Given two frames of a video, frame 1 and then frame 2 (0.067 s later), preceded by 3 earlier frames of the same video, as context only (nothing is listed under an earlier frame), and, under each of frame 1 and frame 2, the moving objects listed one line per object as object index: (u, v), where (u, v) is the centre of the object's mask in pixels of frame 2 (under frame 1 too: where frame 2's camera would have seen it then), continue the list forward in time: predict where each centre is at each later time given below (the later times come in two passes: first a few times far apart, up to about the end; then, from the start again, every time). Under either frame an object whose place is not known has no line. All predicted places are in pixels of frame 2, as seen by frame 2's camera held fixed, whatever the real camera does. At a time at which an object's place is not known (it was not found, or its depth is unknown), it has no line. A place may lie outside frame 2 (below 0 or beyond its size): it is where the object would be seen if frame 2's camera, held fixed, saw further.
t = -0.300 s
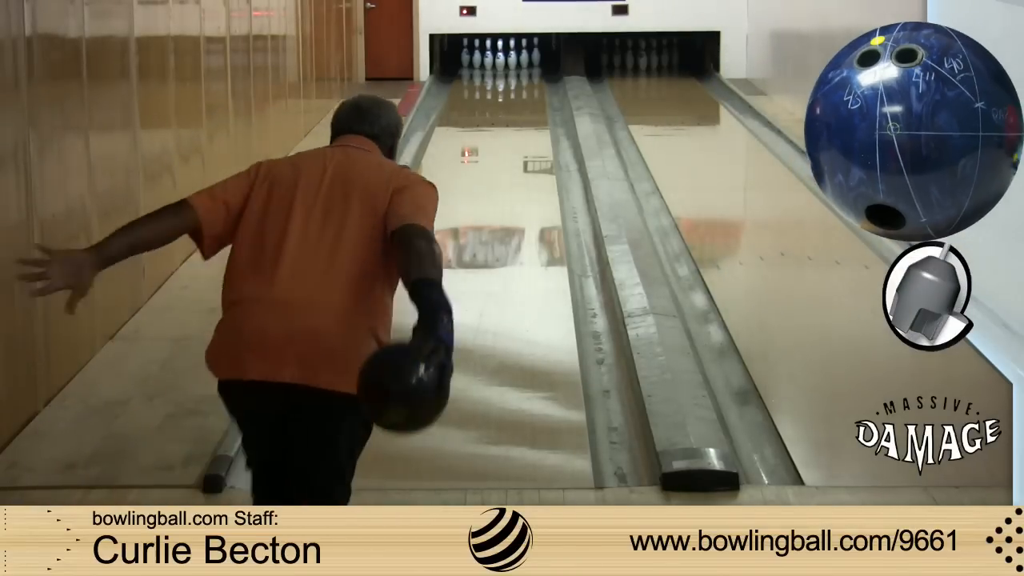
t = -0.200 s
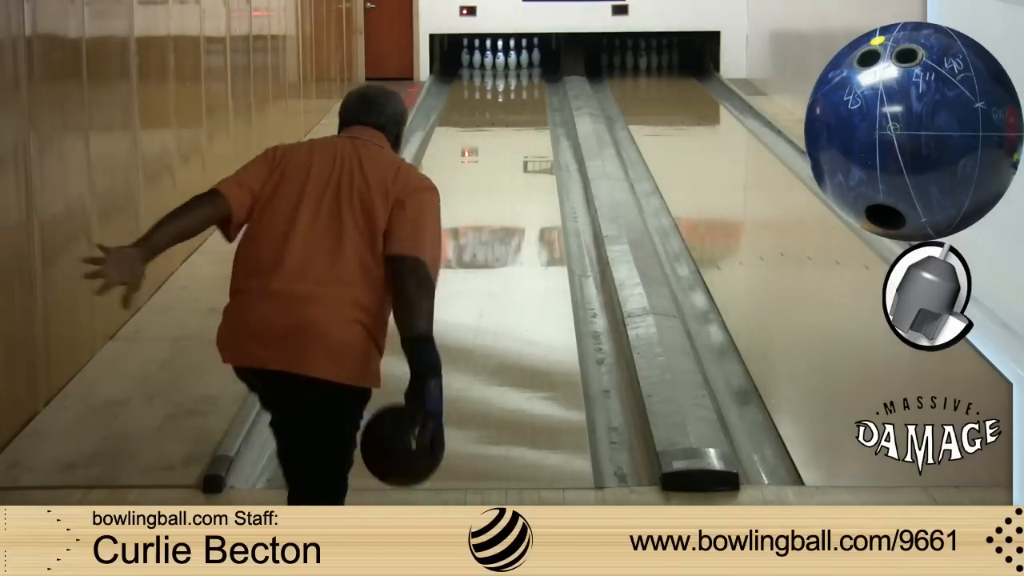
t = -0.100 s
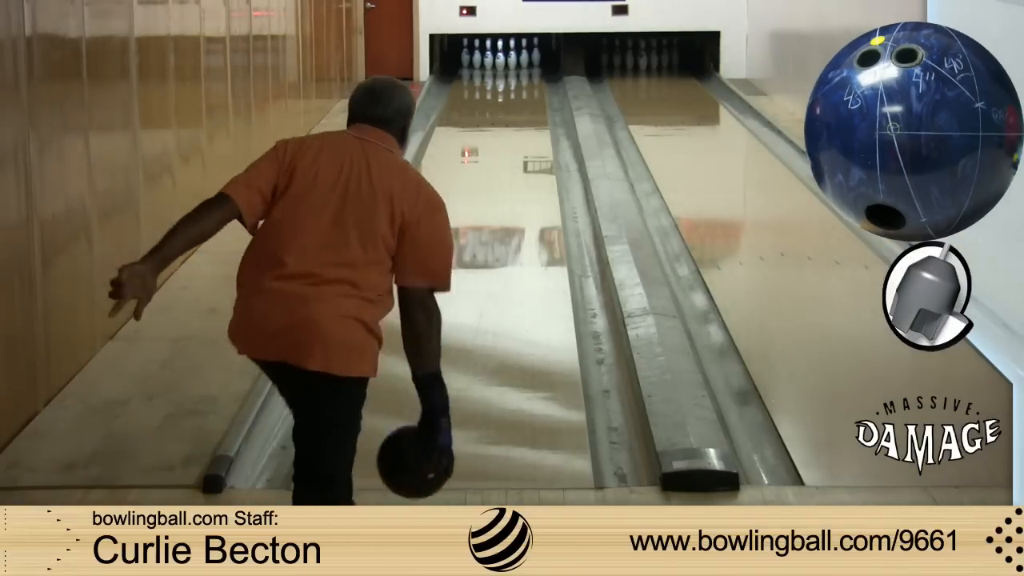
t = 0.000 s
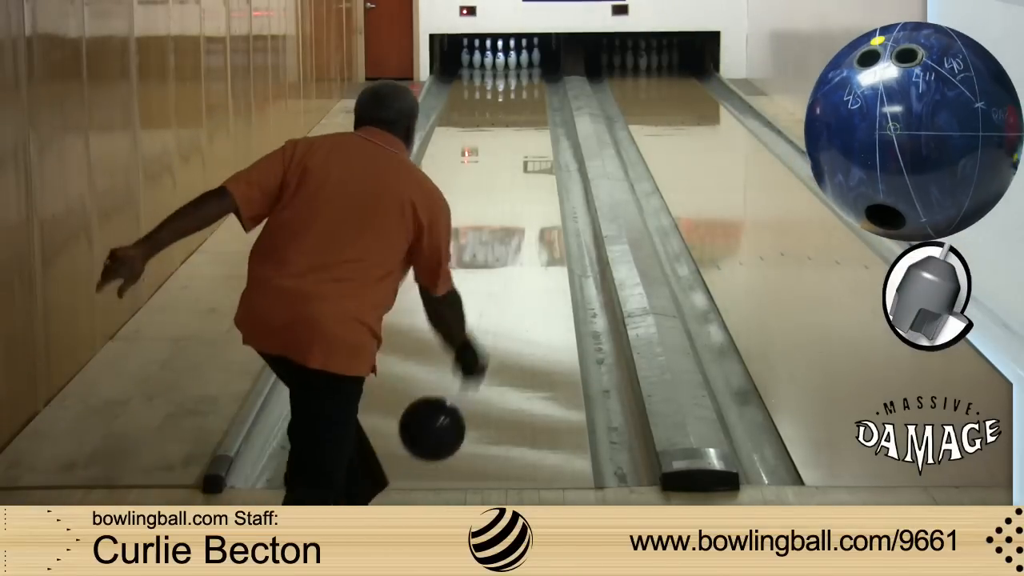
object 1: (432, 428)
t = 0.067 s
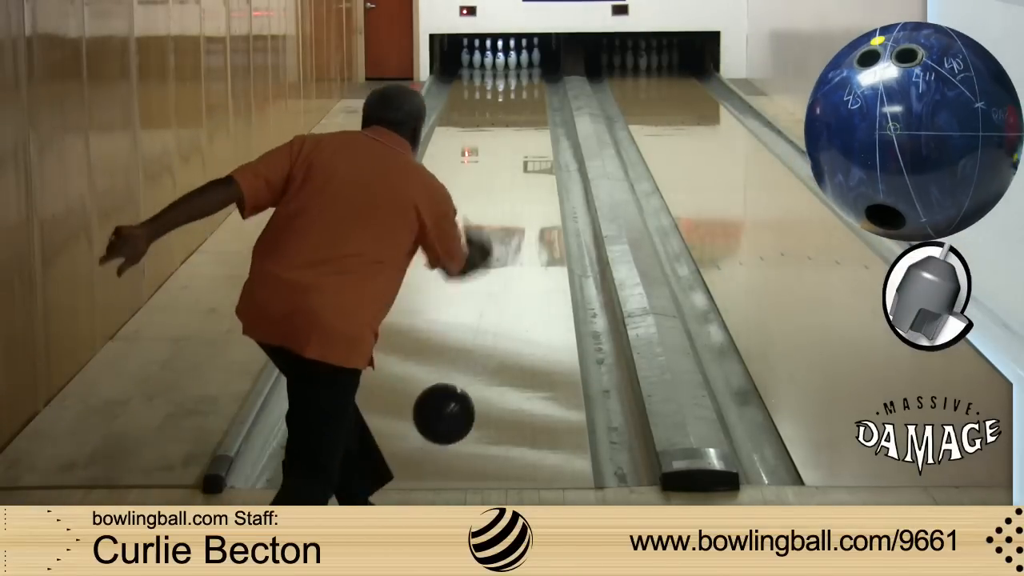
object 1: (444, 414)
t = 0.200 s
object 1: (462, 393)
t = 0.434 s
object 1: (485, 316)
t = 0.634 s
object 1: (498, 265)
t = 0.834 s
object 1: (507, 225)
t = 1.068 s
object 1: (515, 190)
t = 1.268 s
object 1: (520, 165)
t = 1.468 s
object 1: (523, 145)
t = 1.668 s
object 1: (524, 129)
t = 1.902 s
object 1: (526, 112)
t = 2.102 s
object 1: (525, 100)
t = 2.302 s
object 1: (523, 89)
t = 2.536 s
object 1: (519, 79)
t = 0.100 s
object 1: (449, 412)
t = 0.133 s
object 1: (454, 413)
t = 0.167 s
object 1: (458, 410)
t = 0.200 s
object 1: (462, 393)
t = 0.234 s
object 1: (466, 378)
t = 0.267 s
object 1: (470, 367)
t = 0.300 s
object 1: (473, 358)
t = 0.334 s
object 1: (476, 347)
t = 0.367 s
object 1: (479, 336)
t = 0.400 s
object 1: (482, 325)
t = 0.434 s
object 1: (485, 316)
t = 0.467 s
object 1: (487, 306)
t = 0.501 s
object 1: (490, 297)
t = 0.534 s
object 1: (492, 289)
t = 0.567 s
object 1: (494, 280)
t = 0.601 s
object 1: (496, 273)
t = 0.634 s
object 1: (498, 265)
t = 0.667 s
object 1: (500, 257)
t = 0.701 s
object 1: (501, 250)
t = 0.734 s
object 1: (503, 244)
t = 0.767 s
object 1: (505, 237)
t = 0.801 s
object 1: (506, 231)
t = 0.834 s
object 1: (507, 225)
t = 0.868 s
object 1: (509, 220)
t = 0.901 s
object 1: (510, 214)
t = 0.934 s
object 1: (511, 209)
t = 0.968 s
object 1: (512, 204)
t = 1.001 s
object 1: (513, 199)
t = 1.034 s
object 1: (514, 194)
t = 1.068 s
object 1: (515, 190)
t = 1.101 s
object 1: (516, 185)
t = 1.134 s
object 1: (517, 181)
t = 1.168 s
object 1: (518, 177)
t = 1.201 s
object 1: (519, 173)
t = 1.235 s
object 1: (519, 169)
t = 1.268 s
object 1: (520, 165)
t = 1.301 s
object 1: (520, 162)
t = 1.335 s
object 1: (521, 158)
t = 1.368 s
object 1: (521, 155)
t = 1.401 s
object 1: (522, 151)
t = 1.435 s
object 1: (522, 148)
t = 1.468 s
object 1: (523, 145)
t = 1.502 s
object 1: (523, 142)
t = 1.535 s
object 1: (523, 139)
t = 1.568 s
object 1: (524, 137)
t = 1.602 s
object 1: (524, 134)
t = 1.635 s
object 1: (524, 131)
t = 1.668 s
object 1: (524, 129)
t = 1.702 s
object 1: (524, 126)
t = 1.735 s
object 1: (525, 124)
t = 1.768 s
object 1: (525, 121)
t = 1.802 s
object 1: (525, 119)
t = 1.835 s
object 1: (525, 117)
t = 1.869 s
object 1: (526, 115)
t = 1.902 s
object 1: (526, 112)
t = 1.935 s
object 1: (526, 110)
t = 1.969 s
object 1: (526, 108)
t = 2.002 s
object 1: (526, 105)
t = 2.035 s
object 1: (526, 103)
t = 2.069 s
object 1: (525, 101)
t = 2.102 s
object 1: (525, 100)
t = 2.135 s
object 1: (525, 97)
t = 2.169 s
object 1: (525, 96)
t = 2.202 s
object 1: (524, 94)
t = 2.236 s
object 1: (524, 93)
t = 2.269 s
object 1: (523, 91)
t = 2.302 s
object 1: (523, 89)
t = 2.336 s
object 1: (523, 88)
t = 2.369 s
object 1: (522, 86)
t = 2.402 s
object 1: (521, 85)
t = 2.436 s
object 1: (520, 83)
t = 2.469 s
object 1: (520, 82)
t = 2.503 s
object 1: (520, 80)
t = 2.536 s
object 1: (519, 79)
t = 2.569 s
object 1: (518, 78)
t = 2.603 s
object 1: (517, 77)
